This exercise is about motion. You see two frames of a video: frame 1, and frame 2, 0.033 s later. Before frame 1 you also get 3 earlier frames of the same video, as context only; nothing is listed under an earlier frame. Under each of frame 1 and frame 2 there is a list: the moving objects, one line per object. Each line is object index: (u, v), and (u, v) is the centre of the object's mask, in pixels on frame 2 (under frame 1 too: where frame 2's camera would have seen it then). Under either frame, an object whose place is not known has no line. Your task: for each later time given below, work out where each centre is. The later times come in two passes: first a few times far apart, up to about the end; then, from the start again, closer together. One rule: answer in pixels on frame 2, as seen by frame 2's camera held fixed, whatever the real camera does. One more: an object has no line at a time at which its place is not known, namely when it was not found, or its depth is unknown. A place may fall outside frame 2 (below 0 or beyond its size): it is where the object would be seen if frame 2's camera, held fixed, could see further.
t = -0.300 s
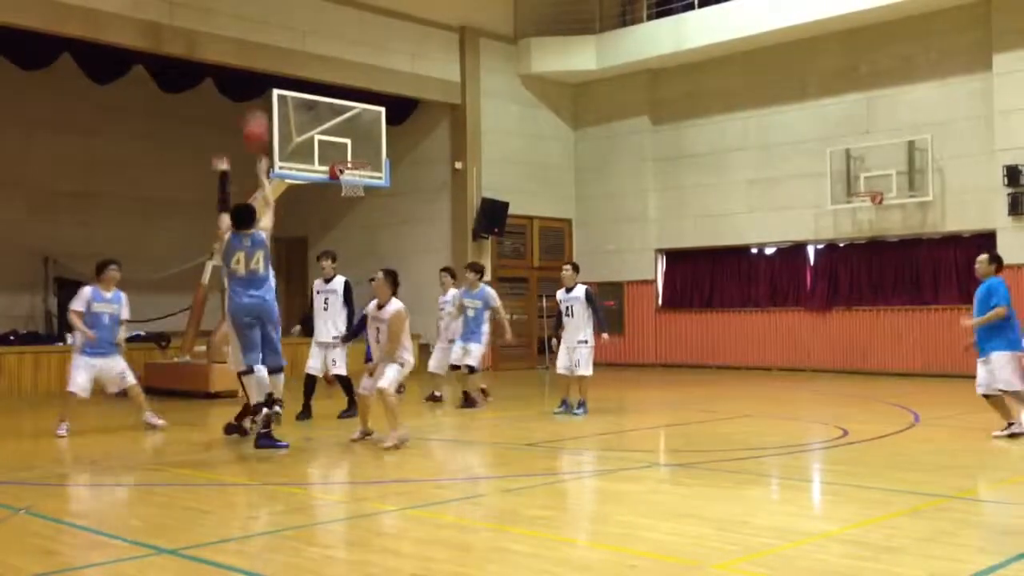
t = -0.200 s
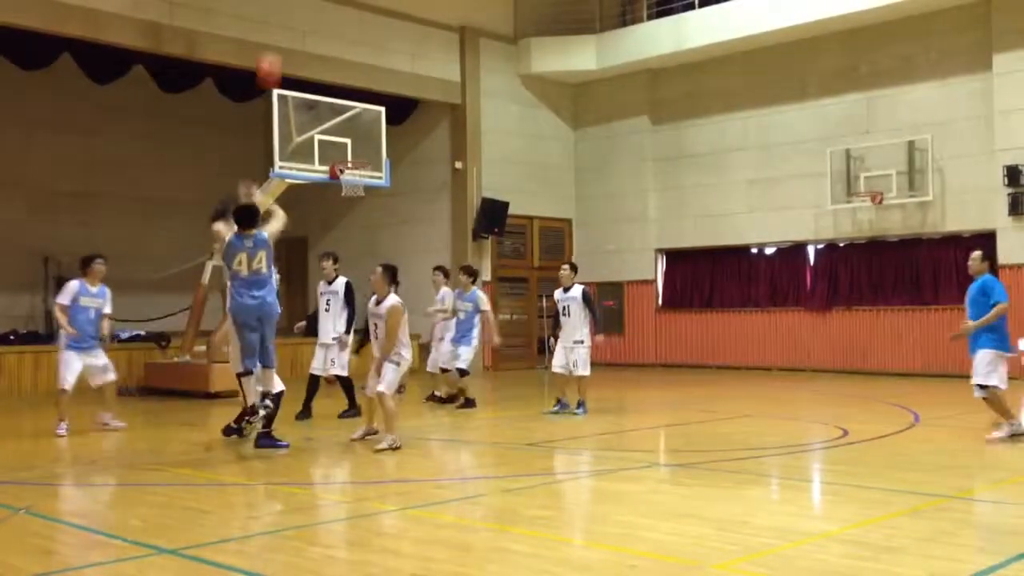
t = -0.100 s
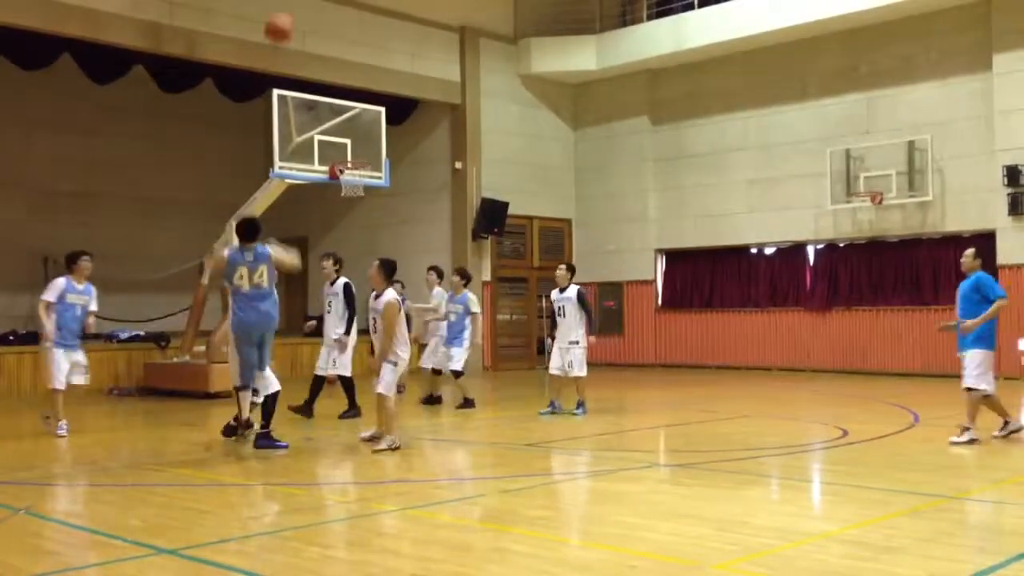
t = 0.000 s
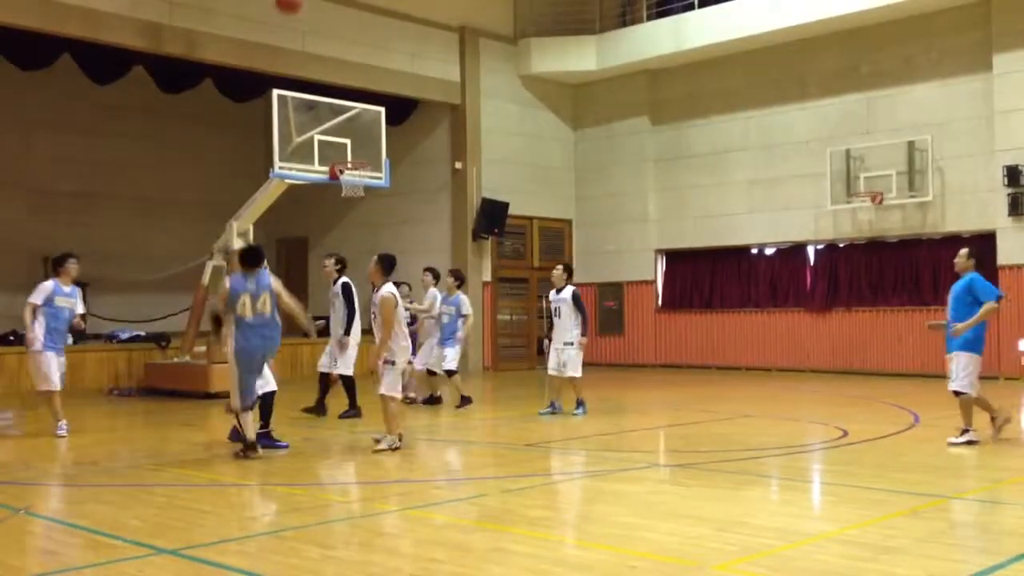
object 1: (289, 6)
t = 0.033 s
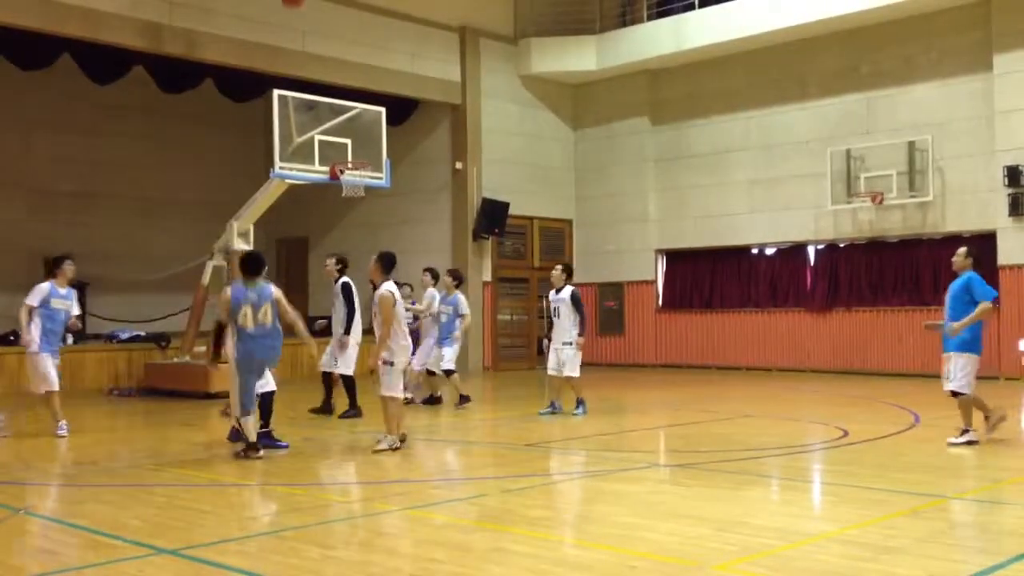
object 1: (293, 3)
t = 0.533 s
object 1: (331, 24)
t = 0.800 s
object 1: (348, 117)
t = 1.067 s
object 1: (360, 149)
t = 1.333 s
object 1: (396, 164)
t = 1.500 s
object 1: (423, 197)
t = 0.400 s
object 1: (322, 3)
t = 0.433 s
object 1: (323, 6)
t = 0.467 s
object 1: (326, 9)
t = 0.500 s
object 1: (328, 13)
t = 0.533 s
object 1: (331, 24)
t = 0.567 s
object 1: (333, 33)
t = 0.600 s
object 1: (334, 42)
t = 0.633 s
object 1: (336, 53)
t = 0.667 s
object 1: (337, 65)
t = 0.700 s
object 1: (341, 75)
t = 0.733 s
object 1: (344, 89)
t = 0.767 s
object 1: (345, 100)
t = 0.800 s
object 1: (348, 117)
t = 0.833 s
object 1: (350, 130)
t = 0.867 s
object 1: (351, 146)
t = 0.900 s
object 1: (353, 151)
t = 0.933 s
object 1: (354, 149)
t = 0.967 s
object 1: (356, 148)
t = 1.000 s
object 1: (358, 148)
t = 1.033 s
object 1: (358, 148)
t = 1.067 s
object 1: (360, 149)
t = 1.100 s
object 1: (362, 151)
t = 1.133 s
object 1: (364, 152)
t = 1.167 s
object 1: (368, 153)
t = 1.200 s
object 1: (376, 153)
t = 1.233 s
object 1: (379, 155)
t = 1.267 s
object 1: (386, 159)
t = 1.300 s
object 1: (391, 160)
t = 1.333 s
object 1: (396, 164)
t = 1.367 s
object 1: (400, 169)
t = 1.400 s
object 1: (407, 174)
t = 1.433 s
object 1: (410, 180)
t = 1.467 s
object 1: (417, 189)
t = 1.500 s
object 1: (423, 197)
